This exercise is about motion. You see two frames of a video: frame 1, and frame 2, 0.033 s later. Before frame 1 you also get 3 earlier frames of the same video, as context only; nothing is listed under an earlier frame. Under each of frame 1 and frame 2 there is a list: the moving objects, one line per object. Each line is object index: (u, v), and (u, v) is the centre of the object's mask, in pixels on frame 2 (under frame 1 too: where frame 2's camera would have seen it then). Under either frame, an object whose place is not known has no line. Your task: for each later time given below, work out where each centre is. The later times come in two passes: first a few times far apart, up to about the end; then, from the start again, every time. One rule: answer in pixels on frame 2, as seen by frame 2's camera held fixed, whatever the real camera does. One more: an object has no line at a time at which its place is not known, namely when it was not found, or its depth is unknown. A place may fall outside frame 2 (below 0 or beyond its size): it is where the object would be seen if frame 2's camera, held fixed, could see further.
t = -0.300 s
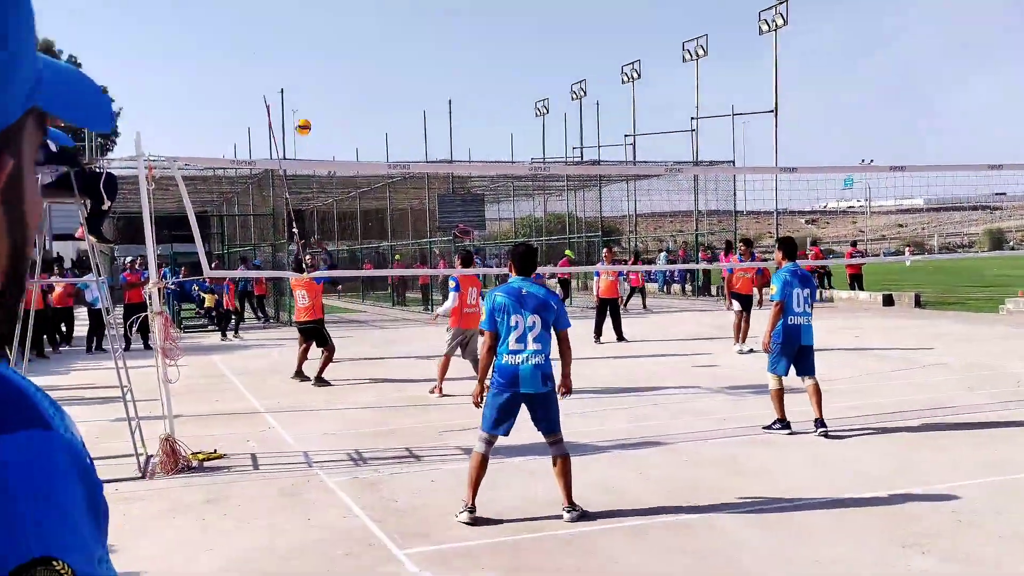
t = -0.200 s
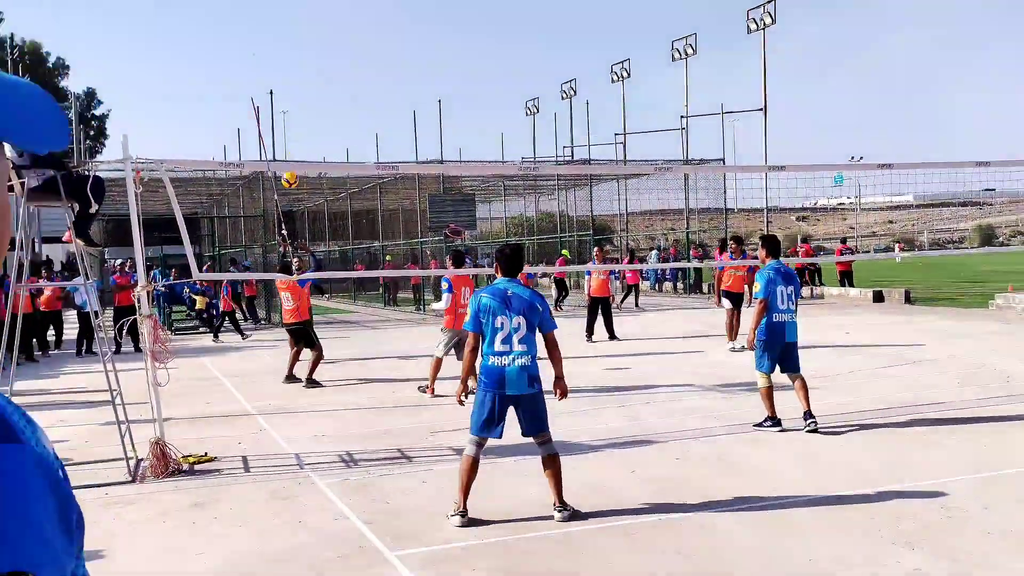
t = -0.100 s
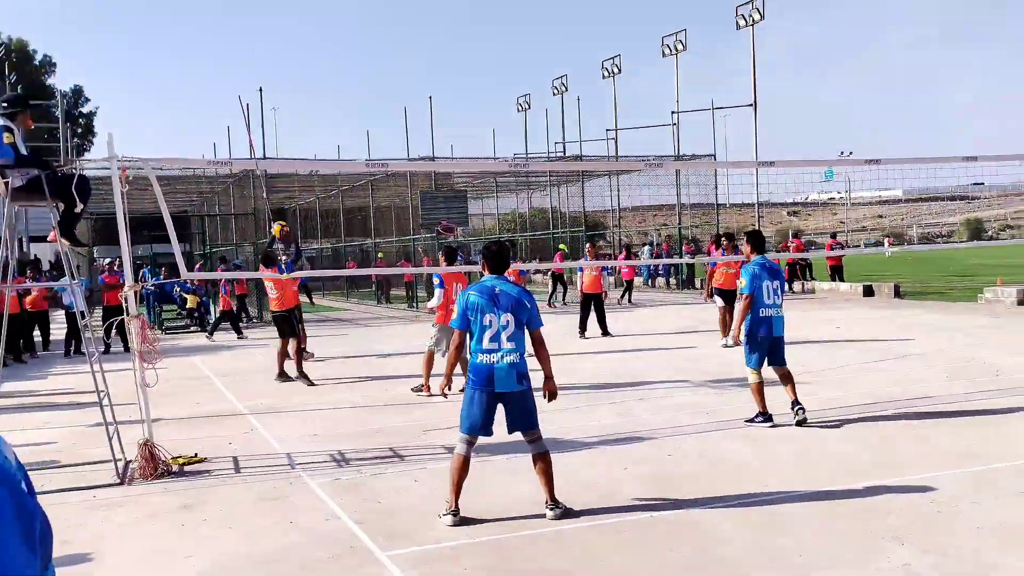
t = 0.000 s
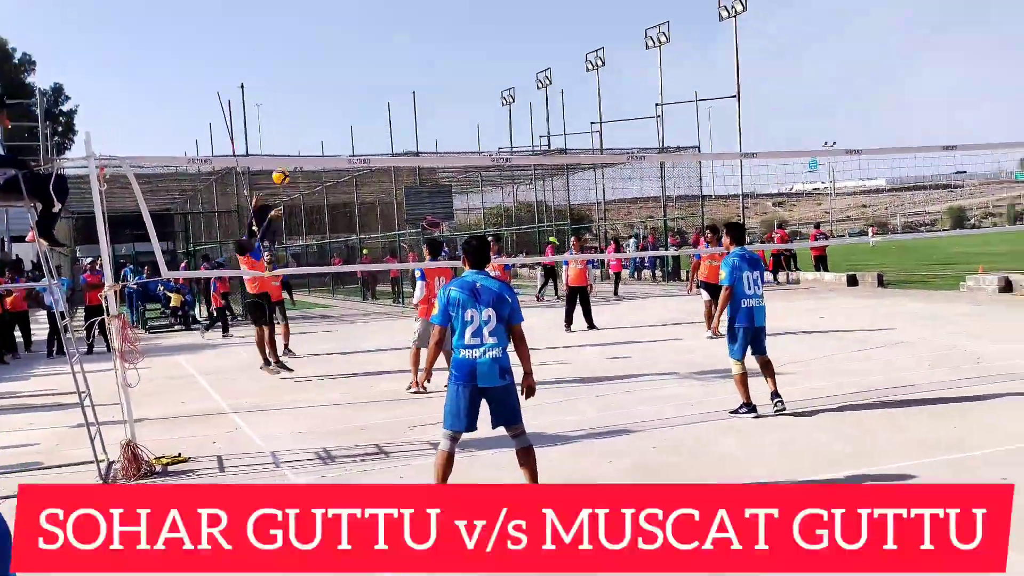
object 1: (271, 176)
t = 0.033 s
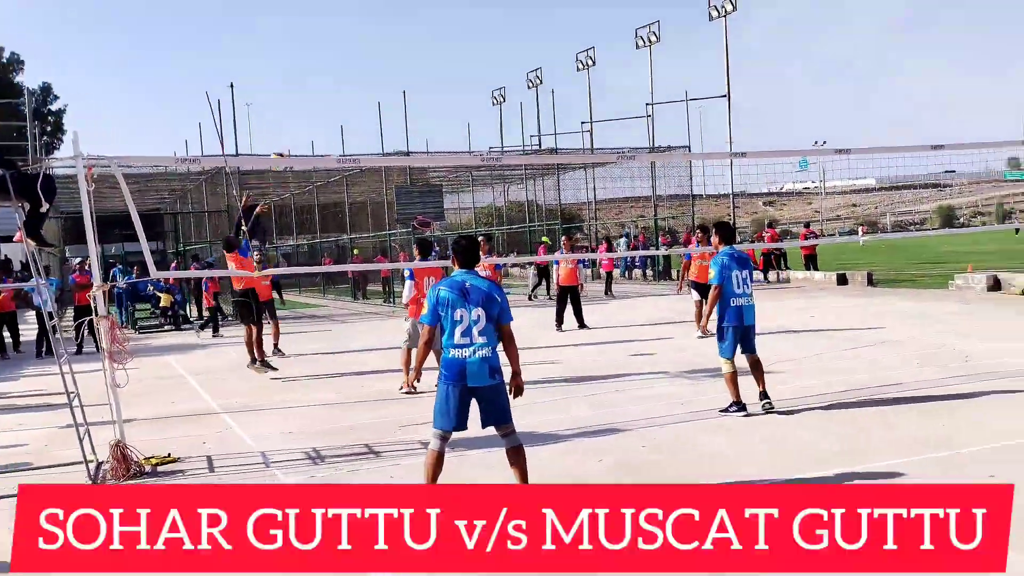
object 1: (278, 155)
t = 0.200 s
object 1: (314, 87)
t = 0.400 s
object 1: (352, 32)
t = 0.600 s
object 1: (394, 5)
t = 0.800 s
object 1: (437, 11)
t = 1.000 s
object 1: (477, 48)
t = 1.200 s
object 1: (518, 112)
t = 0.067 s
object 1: (285, 143)
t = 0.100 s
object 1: (293, 128)
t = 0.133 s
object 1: (300, 114)
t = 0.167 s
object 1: (307, 100)
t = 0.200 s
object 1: (314, 87)
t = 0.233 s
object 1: (321, 76)
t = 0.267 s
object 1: (328, 66)
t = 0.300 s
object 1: (334, 55)
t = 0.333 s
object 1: (339, 47)
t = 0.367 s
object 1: (345, 38)
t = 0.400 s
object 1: (352, 32)
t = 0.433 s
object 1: (359, 25)
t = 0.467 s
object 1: (367, 20)
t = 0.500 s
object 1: (374, 15)
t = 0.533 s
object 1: (381, 11)
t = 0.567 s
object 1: (387, 8)
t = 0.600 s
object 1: (394, 5)
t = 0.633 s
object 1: (399, 4)
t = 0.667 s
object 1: (407, 4)
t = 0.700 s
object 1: (413, 4)
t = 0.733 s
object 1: (421, 6)
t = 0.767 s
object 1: (429, 9)
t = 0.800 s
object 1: (437, 11)
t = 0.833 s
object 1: (444, 15)
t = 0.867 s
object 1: (450, 21)
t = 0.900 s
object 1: (456, 26)
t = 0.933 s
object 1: (463, 33)
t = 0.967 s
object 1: (470, 40)
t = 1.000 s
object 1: (477, 48)
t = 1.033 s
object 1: (484, 57)
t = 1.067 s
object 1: (492, 67)
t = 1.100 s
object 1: (498, 77)
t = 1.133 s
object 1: (505, 88)
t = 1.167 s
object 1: (512, 100)
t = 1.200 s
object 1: (518, 112)
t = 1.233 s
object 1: (525, 125)
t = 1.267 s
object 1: (531, 139)
